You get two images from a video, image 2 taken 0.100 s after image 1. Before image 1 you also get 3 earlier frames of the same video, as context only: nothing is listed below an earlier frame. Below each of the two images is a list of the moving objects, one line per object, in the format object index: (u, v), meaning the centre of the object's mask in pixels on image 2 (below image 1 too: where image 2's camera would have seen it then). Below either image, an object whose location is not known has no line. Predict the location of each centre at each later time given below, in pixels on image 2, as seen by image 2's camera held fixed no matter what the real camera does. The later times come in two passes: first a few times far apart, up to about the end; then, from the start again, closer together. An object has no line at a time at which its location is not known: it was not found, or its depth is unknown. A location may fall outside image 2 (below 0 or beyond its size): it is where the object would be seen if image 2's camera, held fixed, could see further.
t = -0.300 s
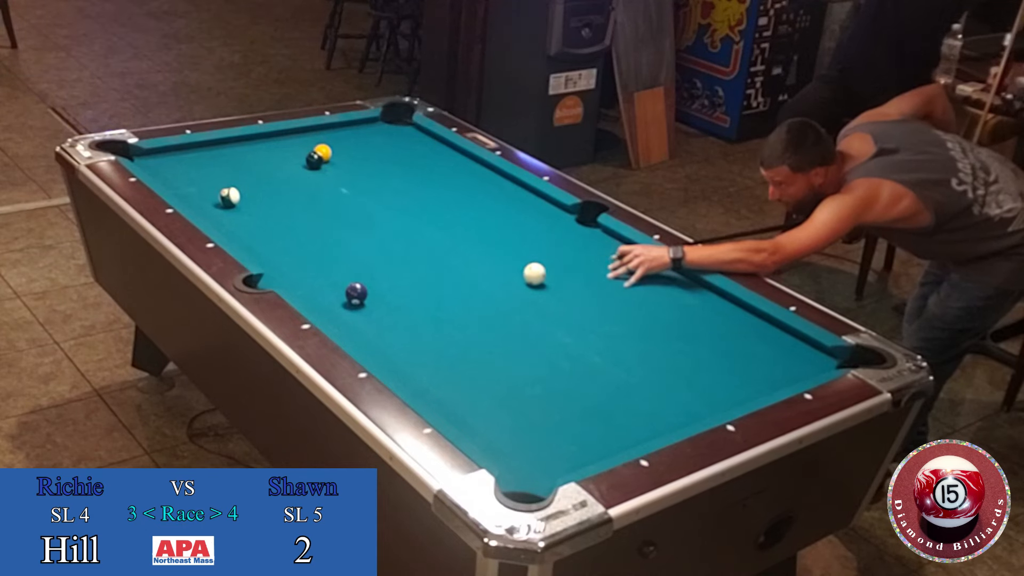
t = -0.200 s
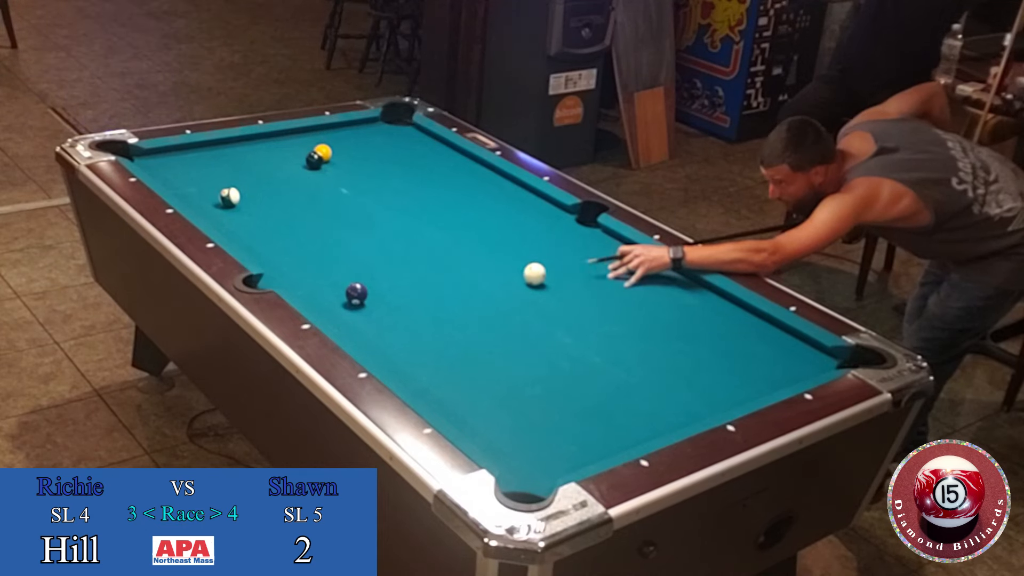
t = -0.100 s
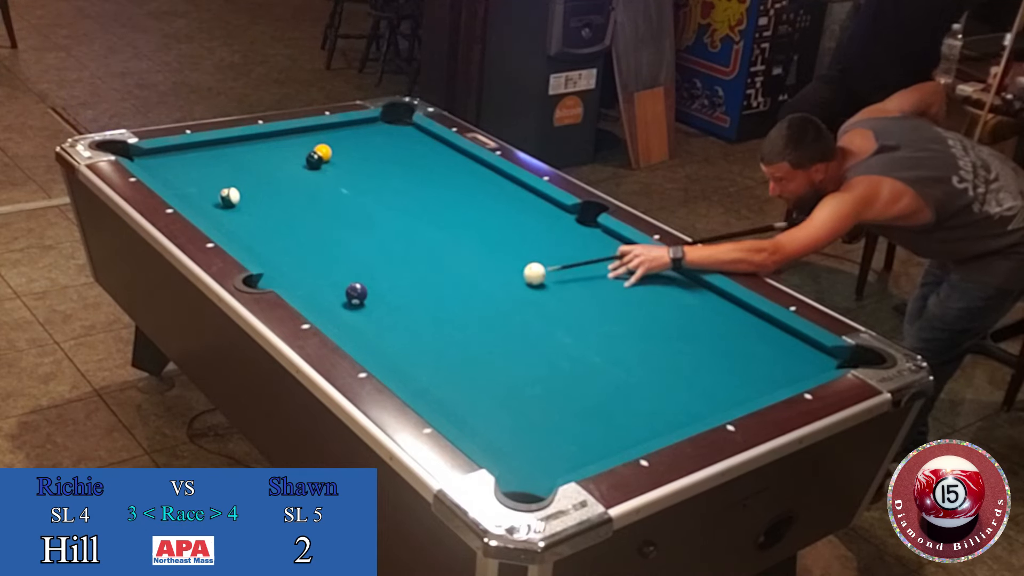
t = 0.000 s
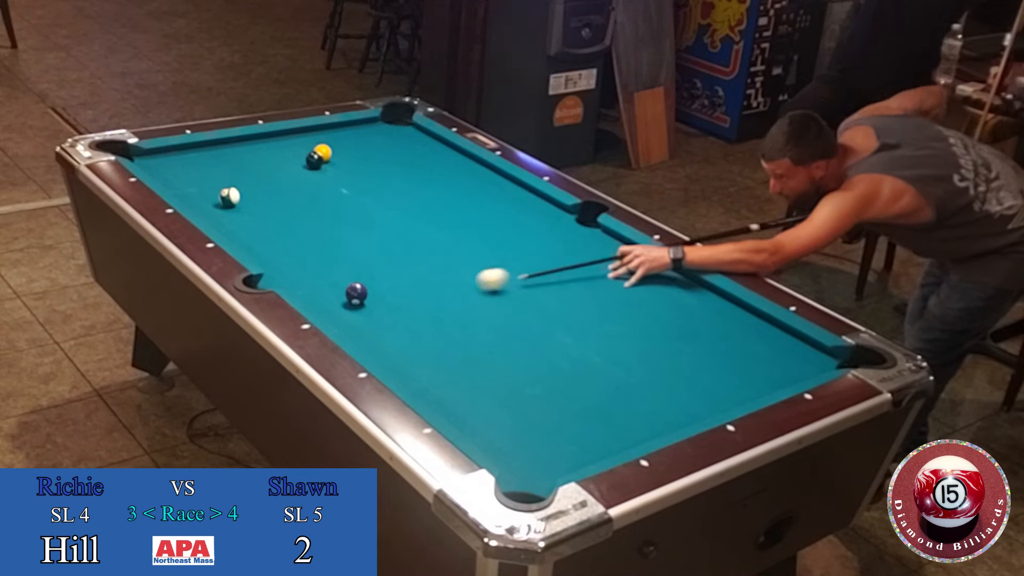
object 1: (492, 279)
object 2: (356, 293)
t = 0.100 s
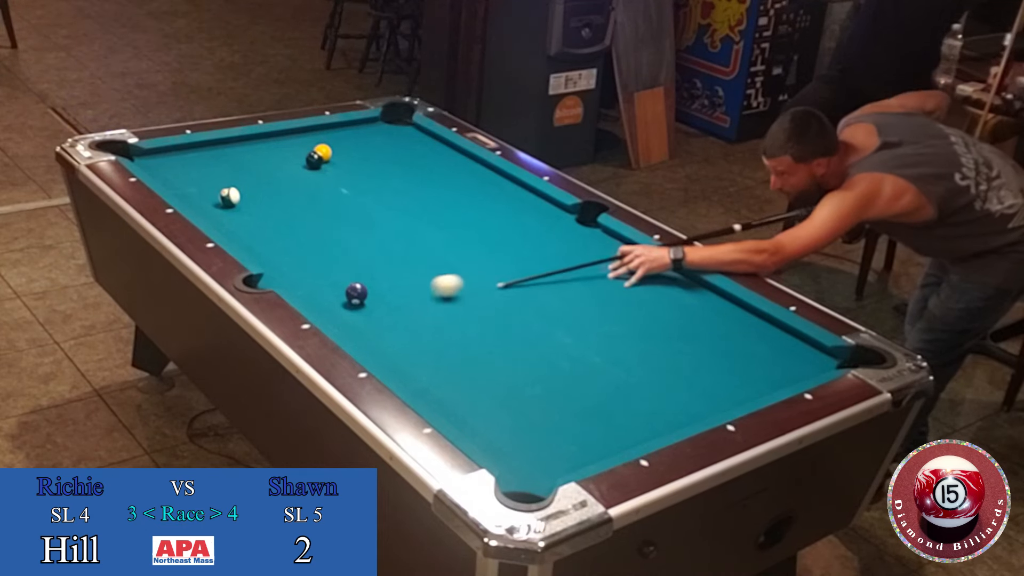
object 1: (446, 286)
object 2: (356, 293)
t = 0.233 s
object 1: (386, 294)
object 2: (356, 294)
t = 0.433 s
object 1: (356, 313)
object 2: (298, 286)
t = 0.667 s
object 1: (356, 324)
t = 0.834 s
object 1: (377, 325)
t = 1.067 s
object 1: (405, 325)
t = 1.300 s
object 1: (430, 325)
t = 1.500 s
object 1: (449, 326)
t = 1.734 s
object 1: (469, 327)
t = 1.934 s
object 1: (483, 328)
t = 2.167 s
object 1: (498, 329)
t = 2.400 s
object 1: (510, 330)
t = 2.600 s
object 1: (518, 332)
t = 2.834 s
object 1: (525, 333)
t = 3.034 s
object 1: (529, 333)
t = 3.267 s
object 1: (531, 333)
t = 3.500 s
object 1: (531, 333)
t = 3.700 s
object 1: (531, 333)
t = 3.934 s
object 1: (531, 333)
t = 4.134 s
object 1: (531, 334)
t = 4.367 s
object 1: (531, 333)
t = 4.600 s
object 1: (531, 334)
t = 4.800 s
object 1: (531, 333)
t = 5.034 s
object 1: (531, 334)
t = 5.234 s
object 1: (531, 333)
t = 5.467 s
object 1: (531, 333)
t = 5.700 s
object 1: (531, 333)
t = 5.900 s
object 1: (531, 333)
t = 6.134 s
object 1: (531, 333)
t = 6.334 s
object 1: (531, 333)
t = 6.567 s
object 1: (531, 334)
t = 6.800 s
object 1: (531, 333)
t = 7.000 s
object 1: (531, 333)
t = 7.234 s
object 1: (531, 333)
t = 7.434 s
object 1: (531, 333)
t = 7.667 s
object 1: (531, 333)
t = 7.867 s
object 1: (531, 333)
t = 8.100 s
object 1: (531, 333)
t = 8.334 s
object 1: (531, 333)
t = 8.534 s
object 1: (531, 333)
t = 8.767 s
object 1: (531, 333)
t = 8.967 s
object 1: (531, 333)
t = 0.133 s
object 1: (432, 288)
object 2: (356, 294)
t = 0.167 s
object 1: (417, 290)
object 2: (356, 294)
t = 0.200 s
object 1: (401, 292)
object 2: (356, 293)
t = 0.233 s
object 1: (386, 294)
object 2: (356, 294)
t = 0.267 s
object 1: (378, 297)
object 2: (348, 293)
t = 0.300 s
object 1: (375, 300)
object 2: (336, 292)
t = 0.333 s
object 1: (371, 304)
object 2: (325, 291)
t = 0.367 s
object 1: (366, 307)
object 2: (315, 290)
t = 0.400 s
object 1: (361, 310)
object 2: (306, 288)
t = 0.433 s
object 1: (356, 313)
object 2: (298, 286)
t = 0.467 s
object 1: (350, 316)
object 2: (289, 284)
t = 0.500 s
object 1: (345, 319)
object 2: (280, 283)
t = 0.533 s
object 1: (341, 321)
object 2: (270, 284)
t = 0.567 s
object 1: (343, 322)
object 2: (264, 286)
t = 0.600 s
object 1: (347, 323)
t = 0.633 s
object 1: (352, 324)
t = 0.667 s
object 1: (356, 324)
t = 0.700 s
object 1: (360, 324)
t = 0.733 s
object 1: (364, 324)
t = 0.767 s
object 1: (369, 324)
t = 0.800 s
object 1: (373, 324)
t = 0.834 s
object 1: (377, 325)
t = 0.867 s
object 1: (382, 325)
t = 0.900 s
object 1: (386, 325)
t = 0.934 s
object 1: (389, 325)
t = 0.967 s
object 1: (394, 325)
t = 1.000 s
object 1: (397, 325)
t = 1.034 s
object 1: (401, 325)
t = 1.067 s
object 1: (405, 325)
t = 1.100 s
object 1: (409, 325)
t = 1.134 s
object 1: (413, 325)
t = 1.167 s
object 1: (416, 325)
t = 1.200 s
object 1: (420, 325)
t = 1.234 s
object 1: (423, 325)
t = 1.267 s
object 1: (427, 326)
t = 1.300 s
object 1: (430, 325)
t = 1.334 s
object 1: (433, 326)
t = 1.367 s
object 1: (437, 326)
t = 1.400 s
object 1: (440, 326)
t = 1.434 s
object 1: (443, 326)
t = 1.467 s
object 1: (446, 326)
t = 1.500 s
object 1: (449, 326)
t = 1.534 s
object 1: (452, 326)
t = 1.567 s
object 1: (455, 326)
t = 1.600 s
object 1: (458, 326)
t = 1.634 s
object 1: (461, 327)
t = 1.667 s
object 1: (463, 327)
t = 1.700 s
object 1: (466, 327)
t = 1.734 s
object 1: (469, 327)
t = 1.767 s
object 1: (471, 327)
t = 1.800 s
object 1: (474, 327)
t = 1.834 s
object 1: (476, 327)
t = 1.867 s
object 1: (478, 327)
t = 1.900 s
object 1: (481, 328)
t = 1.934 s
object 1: (483, 328)
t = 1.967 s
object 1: (486, 328)
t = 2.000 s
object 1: (488, 328)
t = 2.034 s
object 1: (490, 328)
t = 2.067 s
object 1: (492, 329)
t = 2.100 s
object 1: (494, 329)
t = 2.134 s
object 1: (496, 329)
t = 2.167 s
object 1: (498, 329)
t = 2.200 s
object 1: (500, 329)
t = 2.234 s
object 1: (501, 330)
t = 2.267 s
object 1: (503, 330)
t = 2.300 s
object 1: (505, 330)
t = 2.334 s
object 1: (507, 330)
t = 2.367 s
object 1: (508, 330)
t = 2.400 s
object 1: (510, 330)
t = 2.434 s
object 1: (511, 331)
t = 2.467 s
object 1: (513, 331)
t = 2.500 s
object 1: (514, 331)
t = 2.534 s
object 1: (515, 331)
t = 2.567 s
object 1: (517, 332)
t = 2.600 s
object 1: (518, 332)
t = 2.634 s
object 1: (519, 332)
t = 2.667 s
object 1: (520, 332)
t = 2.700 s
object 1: (521, 332)
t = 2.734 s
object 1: (522, 332)
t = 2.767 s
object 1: (523, 332)
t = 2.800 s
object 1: (524, 333)
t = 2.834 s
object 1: (525, 333)
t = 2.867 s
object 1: (526, 333)
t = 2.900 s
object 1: (526, 333)
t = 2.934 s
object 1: (527, 333)
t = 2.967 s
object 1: (528, 333)
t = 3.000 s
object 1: (528, 333)
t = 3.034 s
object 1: (529, 333)
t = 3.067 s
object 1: (529, 333)
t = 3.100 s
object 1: (529, 333)
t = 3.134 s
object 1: (530, 333)
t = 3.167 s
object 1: (530, 333)
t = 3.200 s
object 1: (531, 333)
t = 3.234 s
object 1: (531, 333)
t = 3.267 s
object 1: (531, 333)
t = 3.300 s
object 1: (531, 333)
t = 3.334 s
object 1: (531, 333)
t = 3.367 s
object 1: (531, 333)
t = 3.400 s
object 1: (531, 333)
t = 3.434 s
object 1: (531, 333)
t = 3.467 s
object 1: (531, 333)
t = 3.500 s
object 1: (531, 333)
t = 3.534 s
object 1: (531, 333)
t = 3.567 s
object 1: (531, 333)
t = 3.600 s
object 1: (531, 333)
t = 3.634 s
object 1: (531, 333)
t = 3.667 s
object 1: (531, 333)
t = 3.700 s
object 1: (531, 333)
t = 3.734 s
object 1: (531, 333)
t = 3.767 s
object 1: (531, 333)
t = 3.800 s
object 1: (531, 333)
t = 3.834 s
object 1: (531, 333)
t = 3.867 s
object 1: (531, 333)
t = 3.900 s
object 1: (531, 333)
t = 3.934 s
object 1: (531, 333)
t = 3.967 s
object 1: (531, 333)
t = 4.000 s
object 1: (531, 333)
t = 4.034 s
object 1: (531, 334)
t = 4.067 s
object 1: (531, 334)
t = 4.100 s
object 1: (531, 334)
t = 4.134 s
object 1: (531, 334)
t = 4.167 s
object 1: (531, 333)
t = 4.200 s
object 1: (531, 333)
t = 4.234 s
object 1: (531, 334)
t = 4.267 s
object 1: (531, 333)
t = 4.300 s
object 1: (531, 334)
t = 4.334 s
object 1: (531, 334)
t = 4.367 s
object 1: (531, 333)
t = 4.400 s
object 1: (531, 333)
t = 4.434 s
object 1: (531, 333)
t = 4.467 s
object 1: (531, 333)
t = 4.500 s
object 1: (531, 333)
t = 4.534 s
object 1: (531, 333)
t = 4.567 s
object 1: (531, 333)
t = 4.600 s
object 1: (531, 334)
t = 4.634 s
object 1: (531, 334)
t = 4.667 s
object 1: (531, 334)
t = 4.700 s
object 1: (531, 334)
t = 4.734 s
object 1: (531, 334)
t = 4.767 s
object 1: (531, 334)
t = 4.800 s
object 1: (531, 333)
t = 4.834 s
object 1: (531, 334)
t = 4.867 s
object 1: (531, 334)
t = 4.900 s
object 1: (531, 333)
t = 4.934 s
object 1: (531, 333)
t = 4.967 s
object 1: (531, 334)
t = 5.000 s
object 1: (531, 333)
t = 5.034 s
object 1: (531, 334)
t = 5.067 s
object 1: (531, 334)
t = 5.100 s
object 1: (531, 334)
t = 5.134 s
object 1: (531, 334)
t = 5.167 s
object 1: (531, 334)
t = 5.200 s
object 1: (531, 333)
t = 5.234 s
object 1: (531, 333)
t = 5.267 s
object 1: (531, 333)
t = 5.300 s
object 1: (531, 333)
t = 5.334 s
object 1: (531, 333)
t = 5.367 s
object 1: (531, 333)
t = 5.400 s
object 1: (531, 333)
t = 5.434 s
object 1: (531, 333)
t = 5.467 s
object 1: (531, 333)
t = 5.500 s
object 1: (531, 333)
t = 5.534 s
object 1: (531, 333)
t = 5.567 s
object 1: (531, 333)
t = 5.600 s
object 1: (531, 334)
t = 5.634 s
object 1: (531, 333)
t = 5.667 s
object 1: (531, 333)
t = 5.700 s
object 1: (531, 333)
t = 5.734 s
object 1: (531, 333)
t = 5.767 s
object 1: (531, 333)
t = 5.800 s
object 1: (531, 333)
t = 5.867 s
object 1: (531, 333)
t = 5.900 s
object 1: (531, 333)
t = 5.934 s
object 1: (531, 334)
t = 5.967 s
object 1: (531, 333)
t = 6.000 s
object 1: (531, 334)
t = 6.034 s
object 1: (531, 334)
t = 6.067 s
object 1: (531, 333)
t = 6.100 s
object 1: (531, 334)
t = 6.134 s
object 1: (531, 333)
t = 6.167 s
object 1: (531, 333)
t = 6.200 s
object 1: (531, 333)
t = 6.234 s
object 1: (531, 333)
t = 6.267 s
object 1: (531, 333)
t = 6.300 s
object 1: (531, 334)
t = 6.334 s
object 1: (531, 333)
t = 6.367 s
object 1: (531, 333)
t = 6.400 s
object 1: (531, 333)
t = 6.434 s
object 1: (531, 333)
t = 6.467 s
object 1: (531, 333)
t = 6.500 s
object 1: (531, 333)
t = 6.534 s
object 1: (531, 333)
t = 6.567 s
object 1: (531, 334)
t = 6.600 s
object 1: (531, 333)
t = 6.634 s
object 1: (531, 333)
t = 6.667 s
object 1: (531, 333)
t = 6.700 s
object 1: (531, 334)
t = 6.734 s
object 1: (531, 333)
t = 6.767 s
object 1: (531, 333)
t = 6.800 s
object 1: (531, 333)
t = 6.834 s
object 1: (531, 333)
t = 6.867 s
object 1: (531, 334)
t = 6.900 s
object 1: (531, 333)
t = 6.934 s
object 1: (531, 333)
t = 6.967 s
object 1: (531, 333)
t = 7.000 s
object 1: (531, 333)
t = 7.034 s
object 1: (531, 333)
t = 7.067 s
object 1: (531, 333)
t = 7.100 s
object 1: (531, 333)
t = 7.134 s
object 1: (531, 333)
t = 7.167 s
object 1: (531, 333)
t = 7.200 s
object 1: (531, 333)
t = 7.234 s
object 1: (531, 333)
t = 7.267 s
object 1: (531, 333)
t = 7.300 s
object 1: (531, 333)
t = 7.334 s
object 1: (531, 333)
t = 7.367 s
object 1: (531, 333)
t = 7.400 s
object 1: (531, 333)
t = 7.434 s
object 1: (531, 333)
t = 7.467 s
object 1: (531, 333)
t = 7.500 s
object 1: (531, 333)
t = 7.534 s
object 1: (531, 333)
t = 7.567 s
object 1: (531, 333)
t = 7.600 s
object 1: (531, 333)
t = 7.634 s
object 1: (531, 333)
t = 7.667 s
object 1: (531, 333)
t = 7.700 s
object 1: (531, 333)
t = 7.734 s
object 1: (531, 333)
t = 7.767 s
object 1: (531, 333)
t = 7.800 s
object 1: (531, 333)
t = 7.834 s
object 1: (531, 333)
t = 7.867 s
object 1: (531, 333)
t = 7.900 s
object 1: (531, 333)
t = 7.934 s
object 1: (531, 333)
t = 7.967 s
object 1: (531, 334)
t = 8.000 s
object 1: (531, 333)
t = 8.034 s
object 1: (531, 333)
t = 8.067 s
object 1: (531, 334)
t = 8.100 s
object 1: (531, 333)
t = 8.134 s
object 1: (531, 333)
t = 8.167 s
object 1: (531, 334)
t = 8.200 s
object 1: (531, 334)
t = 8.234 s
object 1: (531, 333)
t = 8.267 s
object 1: (531, 333)
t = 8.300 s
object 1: (531, 333)
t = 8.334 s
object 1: (531, 333)
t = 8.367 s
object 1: (531, 333)
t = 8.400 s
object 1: (531, 334)
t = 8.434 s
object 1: (531, 333)
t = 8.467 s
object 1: (531, 333)
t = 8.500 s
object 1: (531, 333)
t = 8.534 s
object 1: (531, 333)
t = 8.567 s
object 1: (531, 333)
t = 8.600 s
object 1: (531, 333)
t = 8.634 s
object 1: (531, 334)
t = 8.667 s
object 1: (531, 333)
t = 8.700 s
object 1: (531, 333)
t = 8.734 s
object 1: (531, 333)
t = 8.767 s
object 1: (531, 333)
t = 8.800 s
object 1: (531, 333)
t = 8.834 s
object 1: (531, 333)
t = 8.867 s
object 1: (531, 333)
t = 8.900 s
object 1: (531, 333)
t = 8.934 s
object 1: (531, 334)
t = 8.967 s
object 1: (531, 333)
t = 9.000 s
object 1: (531, 333)
